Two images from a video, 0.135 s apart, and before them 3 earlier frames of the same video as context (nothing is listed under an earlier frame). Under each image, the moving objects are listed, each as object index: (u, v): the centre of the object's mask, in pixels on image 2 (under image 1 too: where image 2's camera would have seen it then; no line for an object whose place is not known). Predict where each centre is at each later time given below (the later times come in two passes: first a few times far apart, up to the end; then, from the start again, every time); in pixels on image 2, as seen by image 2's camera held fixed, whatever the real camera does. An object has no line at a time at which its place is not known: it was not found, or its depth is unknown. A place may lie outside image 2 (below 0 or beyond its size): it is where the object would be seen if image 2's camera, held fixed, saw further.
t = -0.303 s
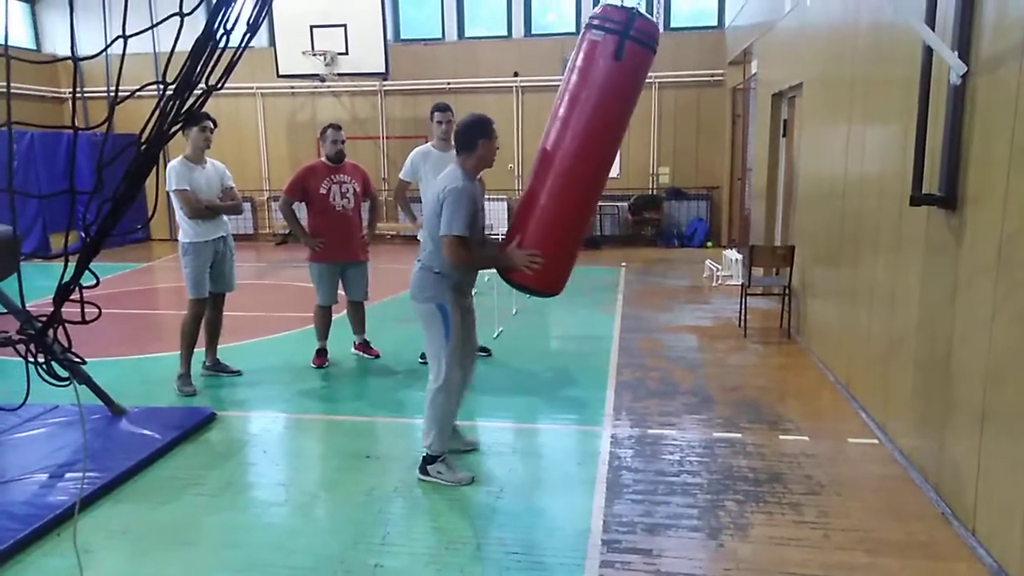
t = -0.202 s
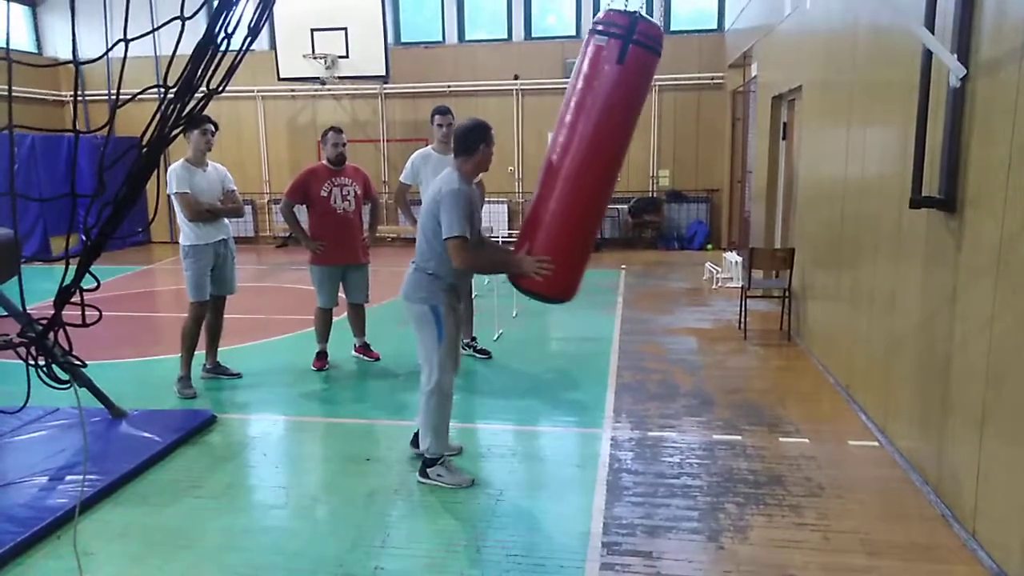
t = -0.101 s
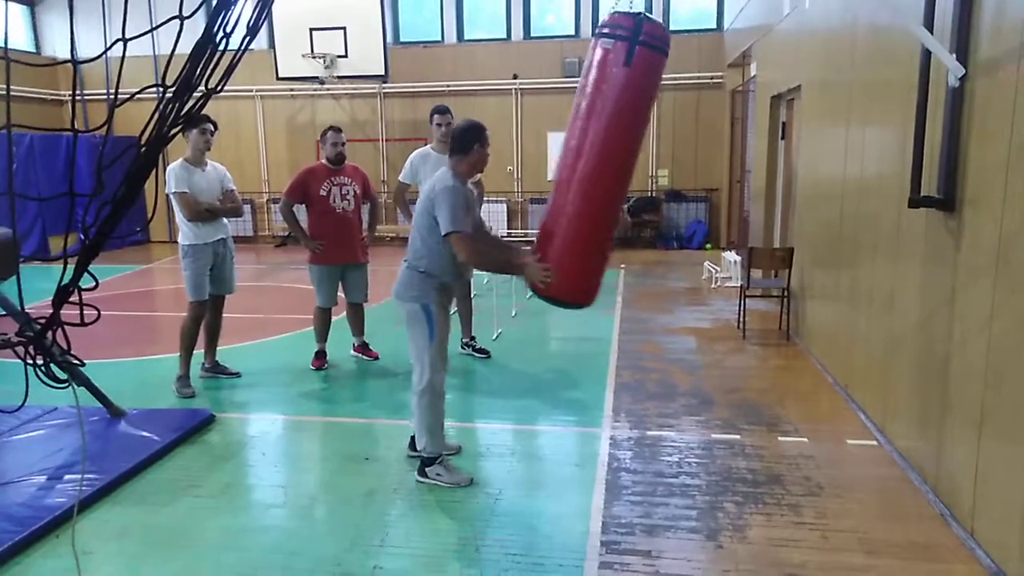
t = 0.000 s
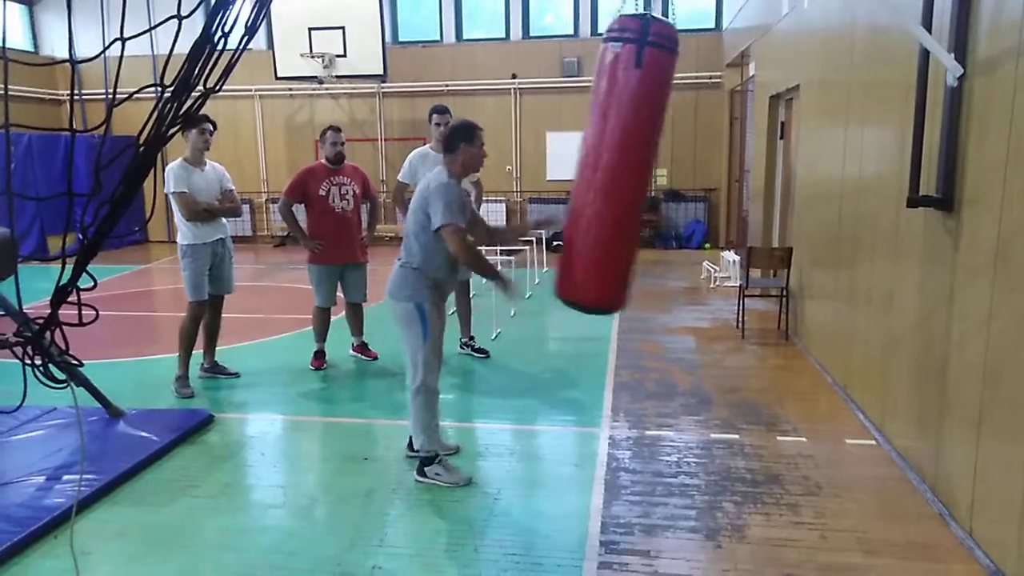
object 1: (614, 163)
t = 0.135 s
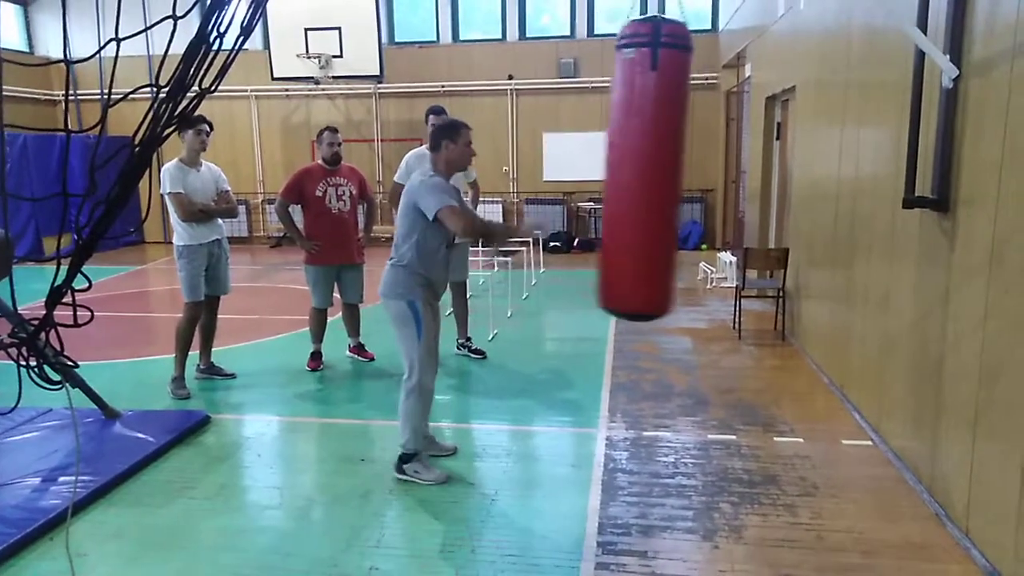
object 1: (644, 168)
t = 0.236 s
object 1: (670, 167)
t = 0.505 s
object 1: (729, 159)
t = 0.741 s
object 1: (750, 154)
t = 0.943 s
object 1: (739, 156)
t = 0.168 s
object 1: (653, 168)
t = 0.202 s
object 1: (661, 169)
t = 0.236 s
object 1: (670, 167)
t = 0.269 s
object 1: (678, 168)
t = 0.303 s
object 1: (686, 166)
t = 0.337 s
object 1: (695, 166)
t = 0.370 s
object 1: (702, 164)
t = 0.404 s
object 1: (710, 163)
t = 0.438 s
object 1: (717, 162)
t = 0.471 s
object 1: (724, 160)
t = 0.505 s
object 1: (729, 159)
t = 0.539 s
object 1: (734, 157)
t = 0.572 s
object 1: (738, 155)
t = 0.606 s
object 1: (742, 154)
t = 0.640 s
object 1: (745, 154)
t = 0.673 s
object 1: (747, 154)
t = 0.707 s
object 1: (749, 154)
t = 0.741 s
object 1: (750, 154)
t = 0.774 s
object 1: (749, 153)
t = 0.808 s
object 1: (748, 153)
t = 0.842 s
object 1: (747, 154)
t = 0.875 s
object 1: (745, 154)
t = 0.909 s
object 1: (742, 155)
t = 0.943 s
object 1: (739, 156)
